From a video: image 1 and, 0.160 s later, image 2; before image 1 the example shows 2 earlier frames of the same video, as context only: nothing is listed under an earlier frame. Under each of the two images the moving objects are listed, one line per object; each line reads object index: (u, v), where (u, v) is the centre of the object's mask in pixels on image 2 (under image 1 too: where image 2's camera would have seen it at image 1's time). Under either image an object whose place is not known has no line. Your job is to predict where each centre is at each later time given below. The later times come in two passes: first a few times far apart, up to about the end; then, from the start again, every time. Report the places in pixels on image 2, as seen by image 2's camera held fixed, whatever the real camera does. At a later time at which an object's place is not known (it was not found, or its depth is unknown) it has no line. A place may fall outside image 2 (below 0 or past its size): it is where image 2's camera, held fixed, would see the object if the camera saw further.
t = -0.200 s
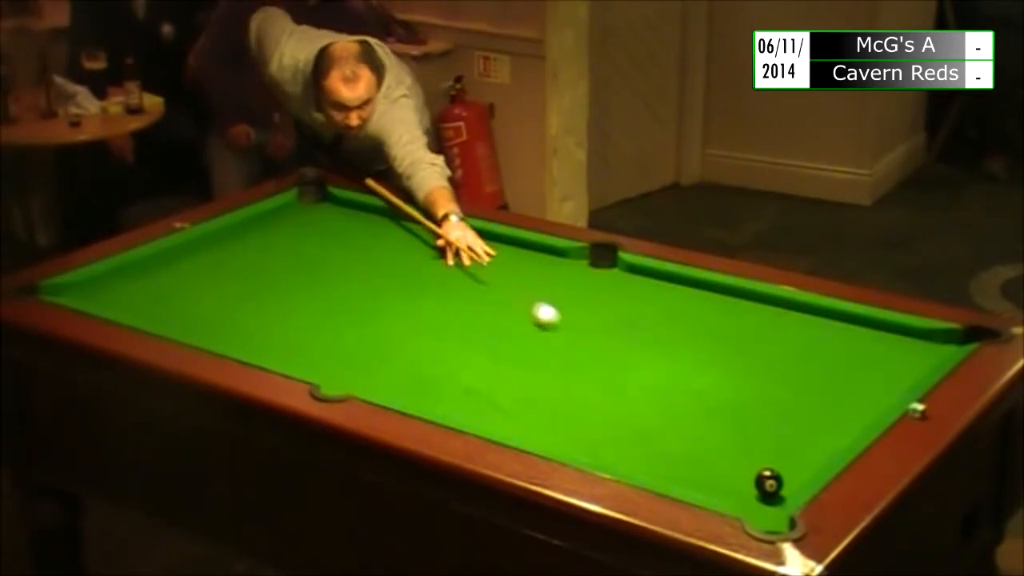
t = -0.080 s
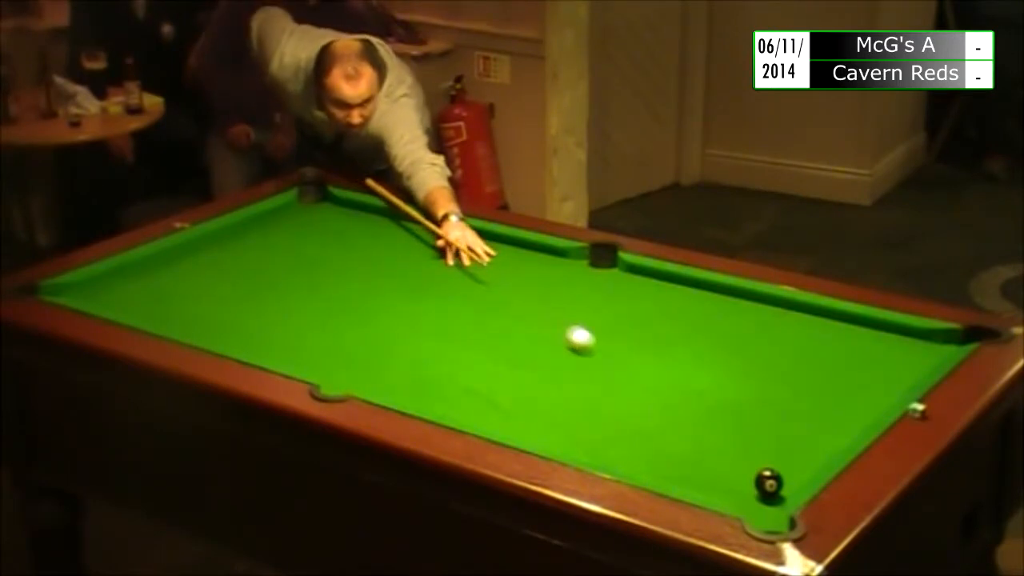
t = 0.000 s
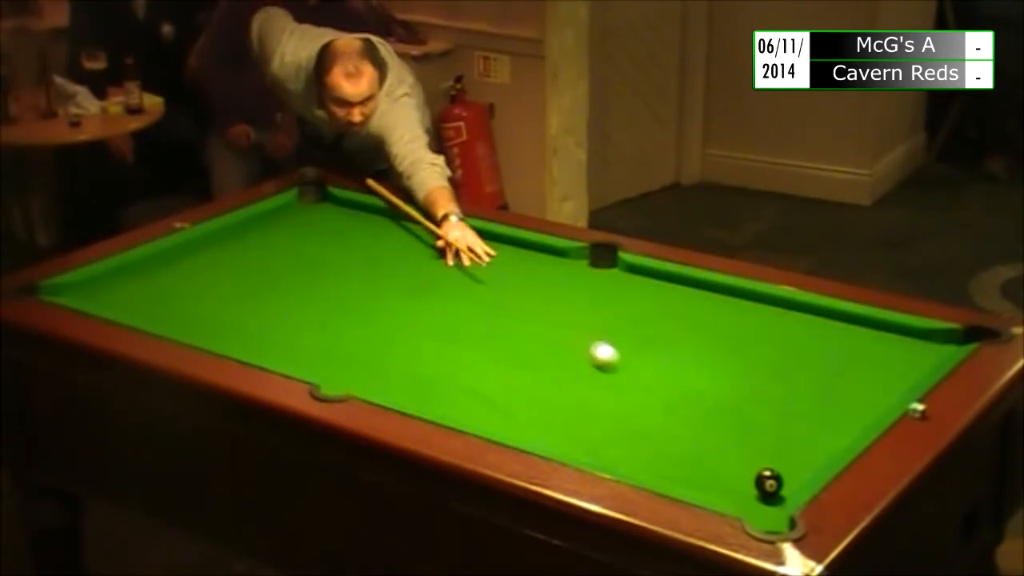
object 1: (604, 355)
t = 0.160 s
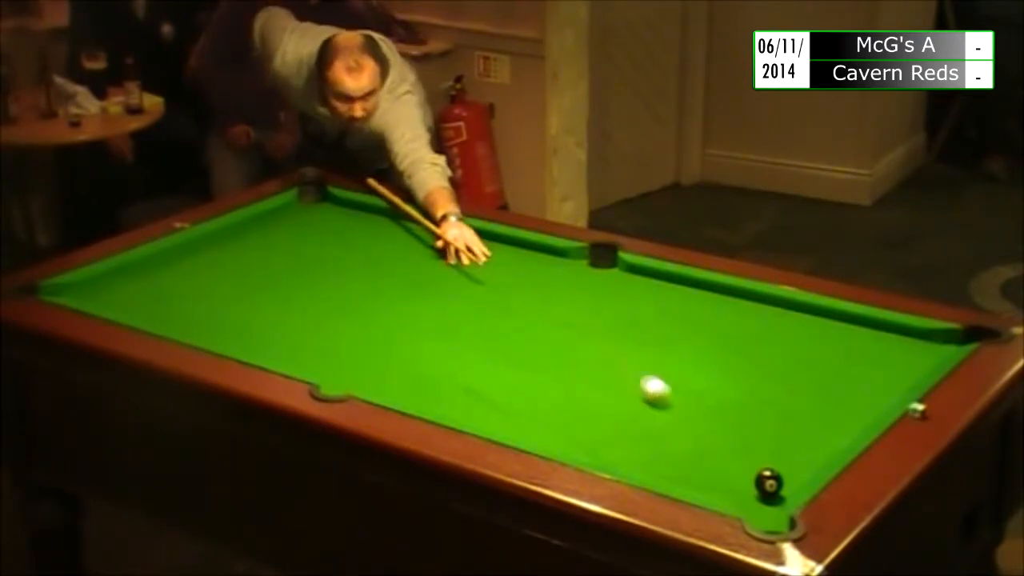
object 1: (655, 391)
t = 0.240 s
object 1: (682, 410)
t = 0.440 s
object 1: (752, 457)
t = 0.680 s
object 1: (773, 461)
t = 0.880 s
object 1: (735, 444)
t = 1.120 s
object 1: (694, 425)
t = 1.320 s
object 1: (665, 412)
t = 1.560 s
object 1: (634, 398)
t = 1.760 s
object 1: (611, 387)
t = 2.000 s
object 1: (586, 376)
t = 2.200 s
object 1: (569, 368)
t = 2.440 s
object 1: (551, 359)
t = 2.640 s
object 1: (539, 353)
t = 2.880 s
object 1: (527, 348)
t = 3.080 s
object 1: (520, 345)
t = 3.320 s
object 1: (512, 341)
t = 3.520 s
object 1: (509, 339)
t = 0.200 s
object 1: (668, 400)
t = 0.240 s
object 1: (682, 410)
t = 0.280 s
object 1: (695, 419)
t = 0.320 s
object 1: (708, 427)
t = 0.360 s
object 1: (722, 437)
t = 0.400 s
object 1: (737, 446)
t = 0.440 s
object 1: (752, 457)
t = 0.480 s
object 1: (768, 463)
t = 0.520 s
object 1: (784, 470)
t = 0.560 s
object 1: (796, 471)
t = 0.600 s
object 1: (790, 469)
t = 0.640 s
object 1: (781, 464)
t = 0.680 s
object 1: (773, 461)
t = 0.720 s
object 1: (765, 458)
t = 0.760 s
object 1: (757, 455)
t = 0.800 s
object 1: (749, 451)
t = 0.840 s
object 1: (742, 447)
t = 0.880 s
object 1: (735, 444)
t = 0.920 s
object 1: (727, 441)
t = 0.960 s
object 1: (720, 438)
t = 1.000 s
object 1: (713, 434)
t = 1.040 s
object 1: (706, 431)
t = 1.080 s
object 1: (701, 428)
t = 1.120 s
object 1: (694, 425)
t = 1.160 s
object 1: (688, 423)
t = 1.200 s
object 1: (682, 420)
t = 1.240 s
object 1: (676, 417)
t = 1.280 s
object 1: (670, 414)
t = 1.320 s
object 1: (665, 412)
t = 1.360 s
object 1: (659, 409)
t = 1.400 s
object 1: (654, 407)
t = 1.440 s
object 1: (649, 405)
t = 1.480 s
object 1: (644, 403)
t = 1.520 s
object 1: (639, 400)
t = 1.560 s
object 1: (634, 398)
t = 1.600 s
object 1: (629, 396)
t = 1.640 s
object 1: (624, 394)
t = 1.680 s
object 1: (619, 391)
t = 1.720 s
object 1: (615, 389)
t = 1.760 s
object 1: (611, 387)
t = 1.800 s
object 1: (606, 385)
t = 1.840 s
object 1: (602, 383)
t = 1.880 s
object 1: (598, 381)
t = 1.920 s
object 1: (594, 379)
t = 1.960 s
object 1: (590, 378)
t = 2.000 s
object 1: (586, 376)
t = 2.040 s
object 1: (583, 374)
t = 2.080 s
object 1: (580, 372)
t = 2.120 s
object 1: (576, 371)
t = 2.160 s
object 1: (572, 369)
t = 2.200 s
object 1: (569, 368)
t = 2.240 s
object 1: (566, 366)
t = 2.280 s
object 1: (563, 365)
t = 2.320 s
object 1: (560, 363)
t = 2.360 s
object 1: (557, 362)
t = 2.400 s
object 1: (554, 361)
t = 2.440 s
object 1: (551, 359)
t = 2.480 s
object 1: (549, 358)
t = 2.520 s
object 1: (546, 357)
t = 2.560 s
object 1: (544, 355)
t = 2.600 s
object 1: (541, 355)
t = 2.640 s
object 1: (539, 353)
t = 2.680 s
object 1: (537, 352)
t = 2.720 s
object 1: (535, 352)
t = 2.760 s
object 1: (533, 351)
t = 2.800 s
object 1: (531, 350)
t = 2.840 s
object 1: (529, 349)
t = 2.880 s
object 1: (527, 348)
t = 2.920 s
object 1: (526, 347)
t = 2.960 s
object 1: (524, 346)
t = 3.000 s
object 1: (522, 346)
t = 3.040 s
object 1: (521, 345)
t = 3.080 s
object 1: (520, 345)
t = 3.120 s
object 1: (518, 343)
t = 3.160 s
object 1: (517, 343)
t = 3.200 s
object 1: (516, 342)
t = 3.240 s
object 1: (514, 342)
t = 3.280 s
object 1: (513, 341)
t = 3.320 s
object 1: (512, 341)
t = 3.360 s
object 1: (512, 340)
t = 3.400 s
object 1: (511, 340)
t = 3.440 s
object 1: (510, 340)
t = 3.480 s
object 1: (509, 340)
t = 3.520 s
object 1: (509, 339)
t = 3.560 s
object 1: (509, 339)
